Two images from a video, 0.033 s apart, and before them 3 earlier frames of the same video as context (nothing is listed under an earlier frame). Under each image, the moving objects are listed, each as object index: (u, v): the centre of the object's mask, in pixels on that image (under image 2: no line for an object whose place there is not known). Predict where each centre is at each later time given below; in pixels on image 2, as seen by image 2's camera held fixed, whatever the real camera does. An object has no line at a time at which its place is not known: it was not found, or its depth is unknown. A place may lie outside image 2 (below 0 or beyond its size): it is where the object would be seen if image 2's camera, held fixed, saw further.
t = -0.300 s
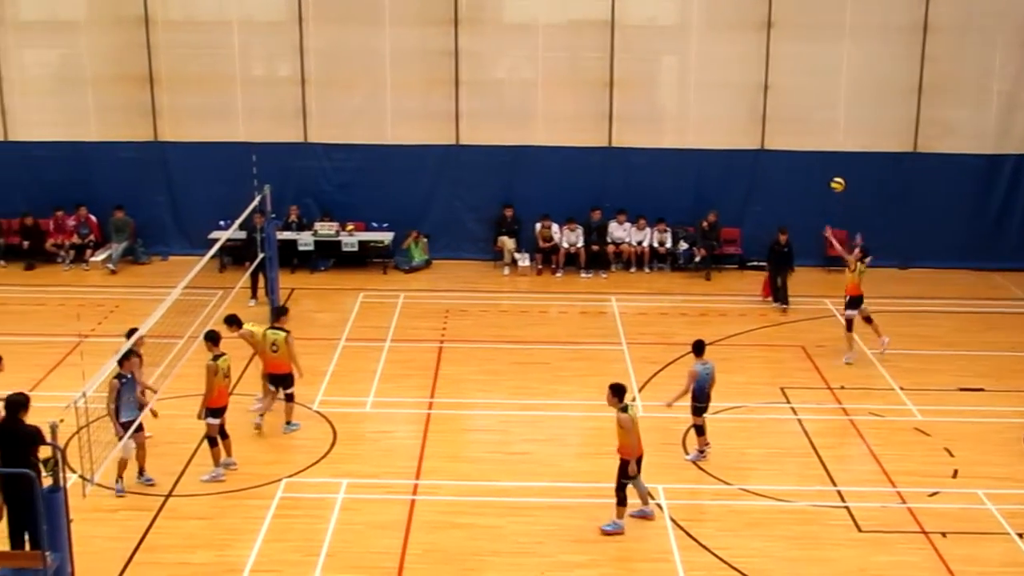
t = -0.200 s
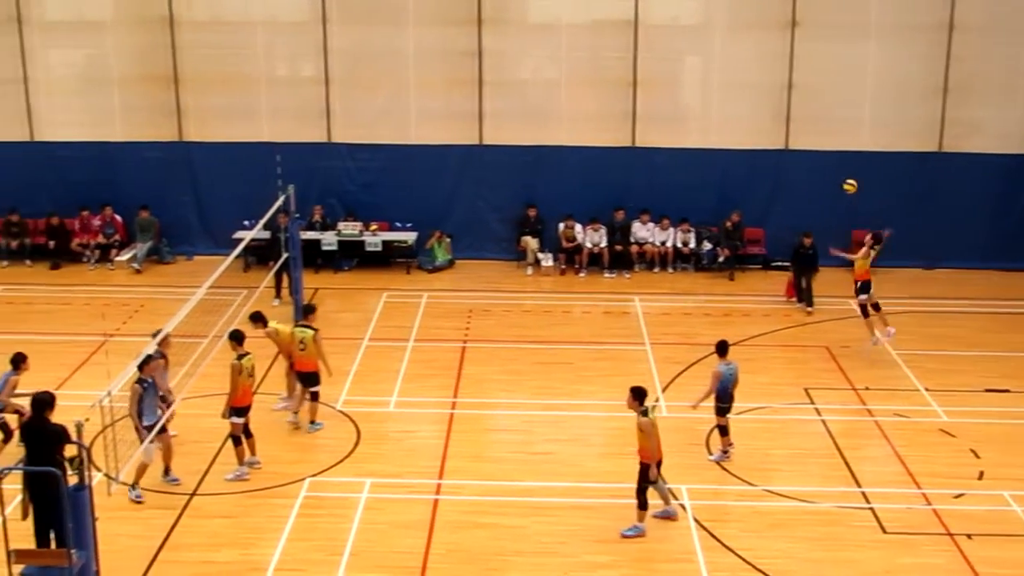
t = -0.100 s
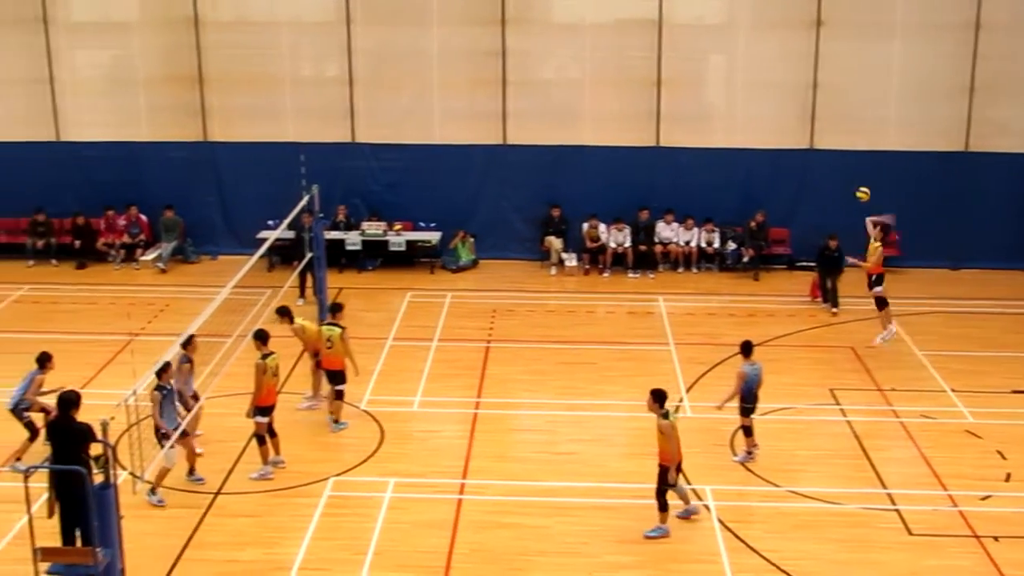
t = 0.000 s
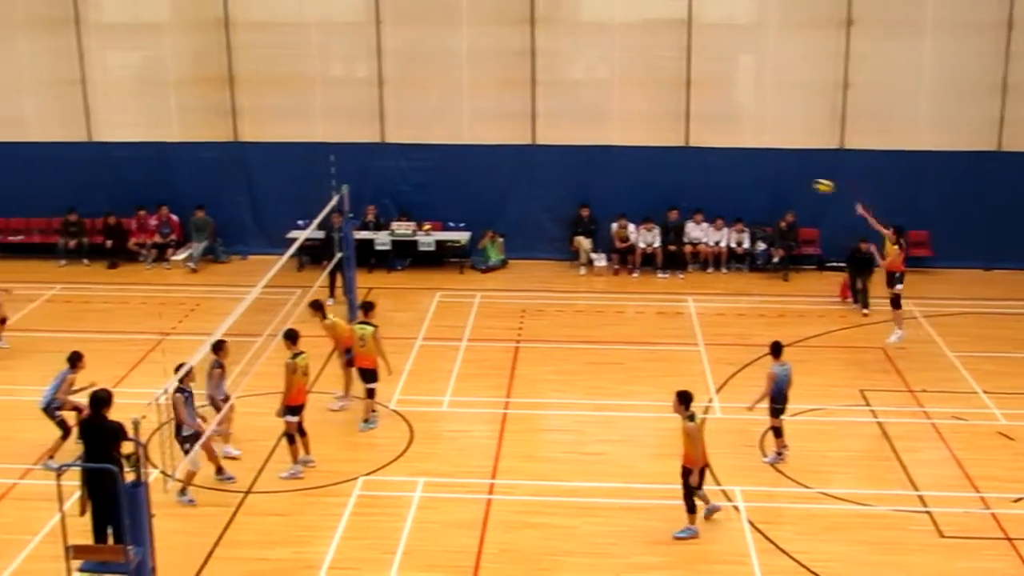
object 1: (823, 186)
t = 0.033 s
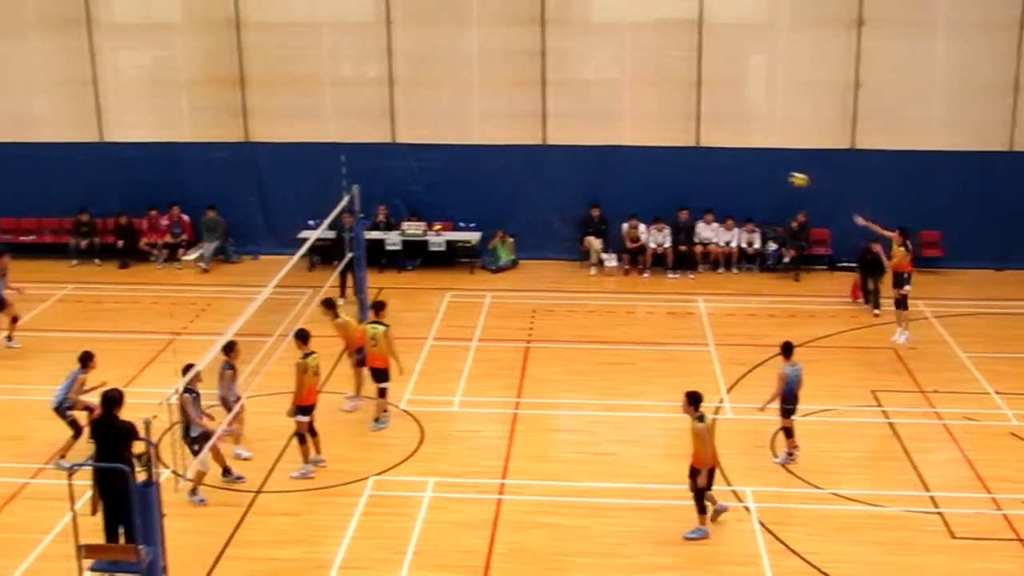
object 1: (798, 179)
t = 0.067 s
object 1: (762, 173)
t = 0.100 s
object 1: (727, 168)
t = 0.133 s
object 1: (692, 163)
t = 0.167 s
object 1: (657, 158)
